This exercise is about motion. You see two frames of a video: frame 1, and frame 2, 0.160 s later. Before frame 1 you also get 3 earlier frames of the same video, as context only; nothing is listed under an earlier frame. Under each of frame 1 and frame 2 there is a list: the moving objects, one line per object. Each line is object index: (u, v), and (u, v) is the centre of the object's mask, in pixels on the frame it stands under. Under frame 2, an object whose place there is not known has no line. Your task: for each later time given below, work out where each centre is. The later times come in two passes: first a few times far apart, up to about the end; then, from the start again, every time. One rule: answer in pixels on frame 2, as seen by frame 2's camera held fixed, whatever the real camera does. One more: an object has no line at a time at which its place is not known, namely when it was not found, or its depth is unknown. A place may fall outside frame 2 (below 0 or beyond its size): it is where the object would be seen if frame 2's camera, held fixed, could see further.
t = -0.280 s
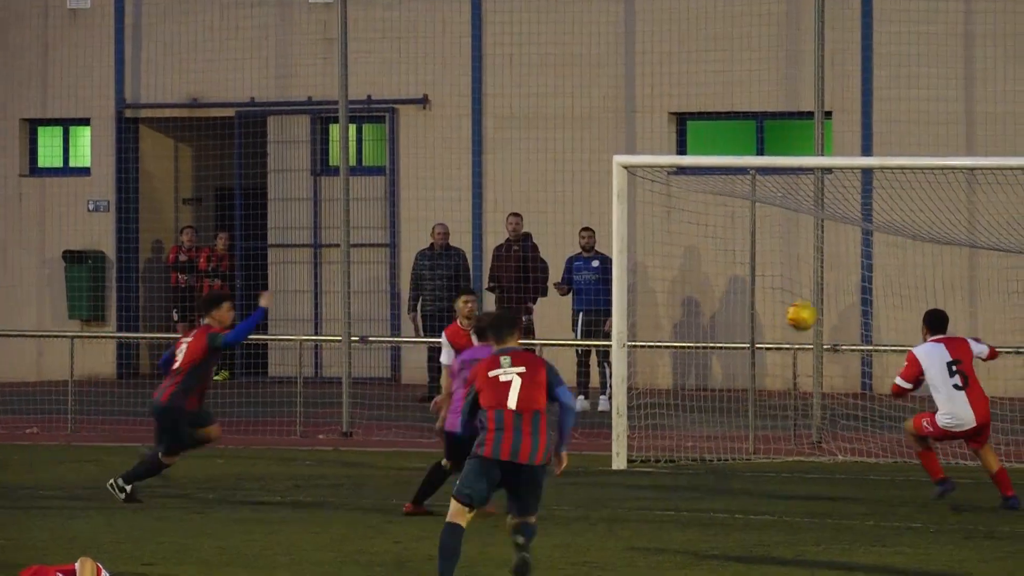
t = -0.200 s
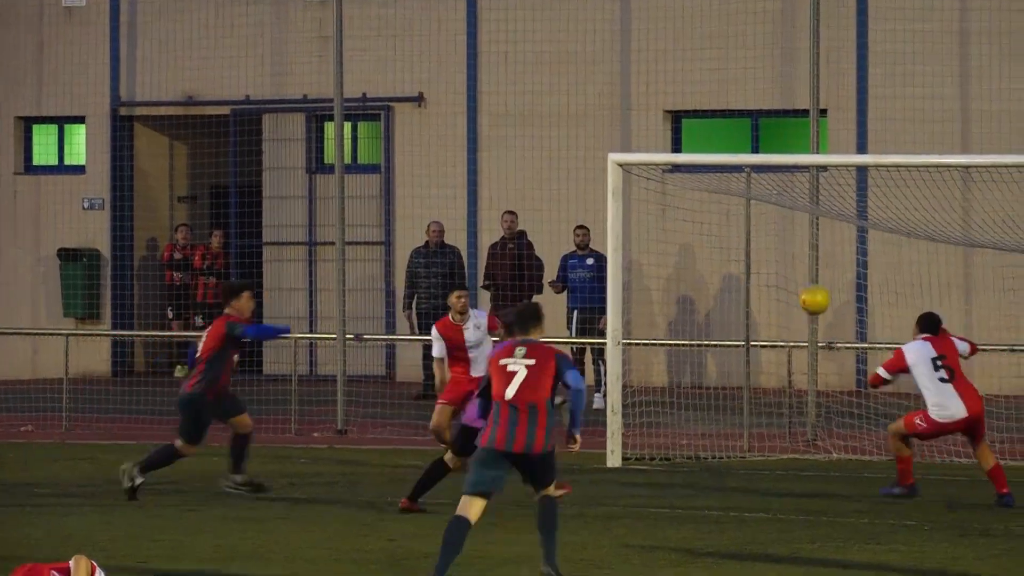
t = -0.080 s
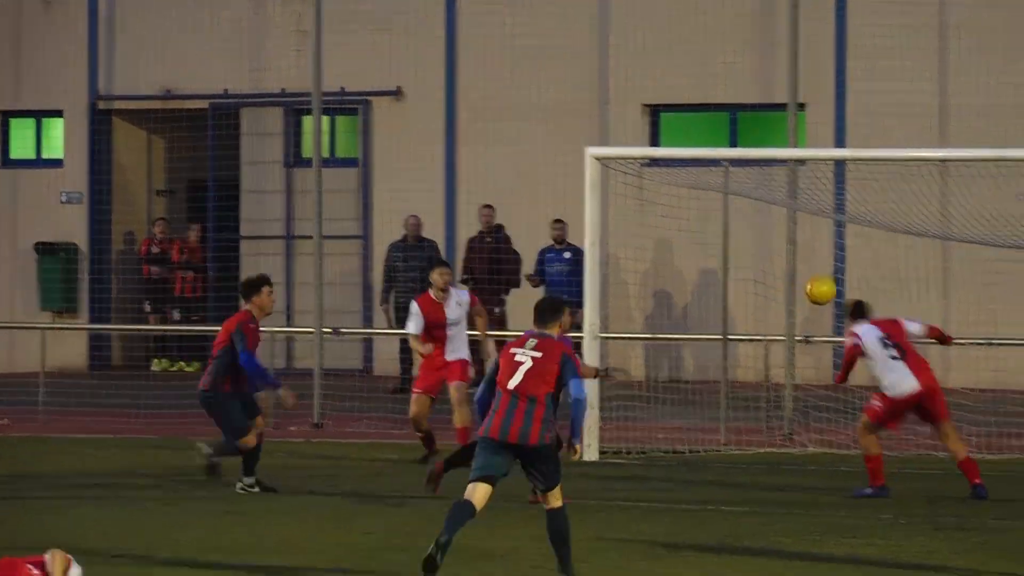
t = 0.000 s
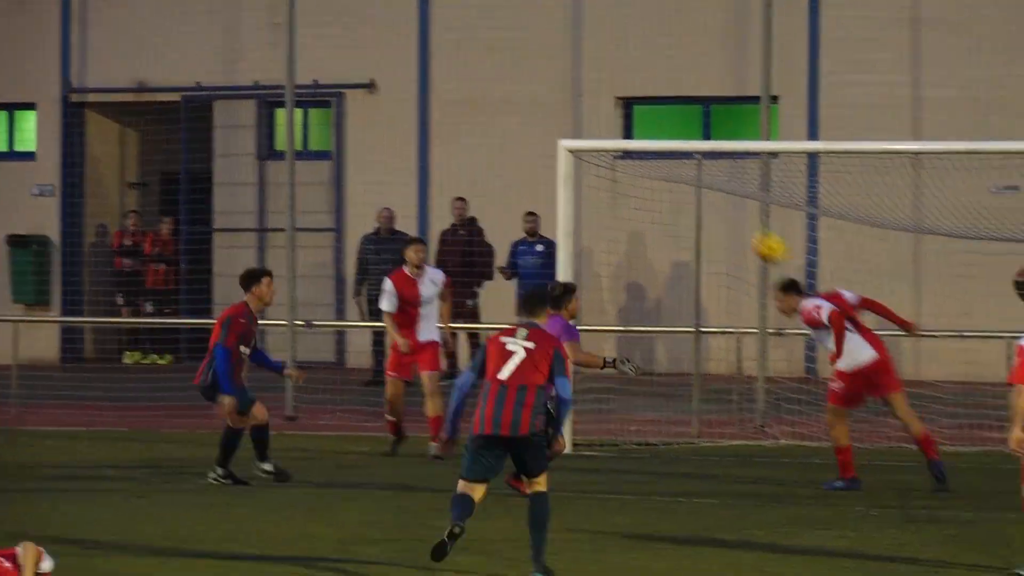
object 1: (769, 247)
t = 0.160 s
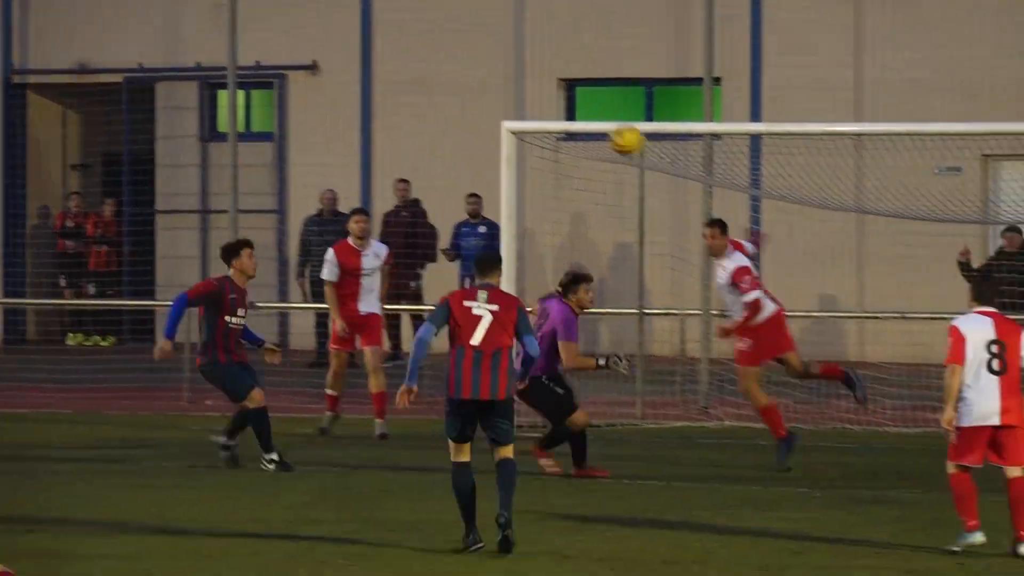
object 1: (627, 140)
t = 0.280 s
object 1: (562, 97)
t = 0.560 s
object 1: (404, 76)
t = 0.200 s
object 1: (605, 123)
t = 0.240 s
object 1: (582, 109)
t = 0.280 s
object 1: (562, 97)
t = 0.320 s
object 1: (538, 87)
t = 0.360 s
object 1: (517, 80)
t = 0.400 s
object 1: (495, 74)
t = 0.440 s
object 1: (471, 71)
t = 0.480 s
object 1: (450, 71)
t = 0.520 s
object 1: (427, 72)
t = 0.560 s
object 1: (404, 76)
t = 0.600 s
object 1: (382, 82)
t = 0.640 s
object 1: (360, 92)
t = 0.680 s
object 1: (336, 103)
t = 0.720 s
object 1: (314, 117)
